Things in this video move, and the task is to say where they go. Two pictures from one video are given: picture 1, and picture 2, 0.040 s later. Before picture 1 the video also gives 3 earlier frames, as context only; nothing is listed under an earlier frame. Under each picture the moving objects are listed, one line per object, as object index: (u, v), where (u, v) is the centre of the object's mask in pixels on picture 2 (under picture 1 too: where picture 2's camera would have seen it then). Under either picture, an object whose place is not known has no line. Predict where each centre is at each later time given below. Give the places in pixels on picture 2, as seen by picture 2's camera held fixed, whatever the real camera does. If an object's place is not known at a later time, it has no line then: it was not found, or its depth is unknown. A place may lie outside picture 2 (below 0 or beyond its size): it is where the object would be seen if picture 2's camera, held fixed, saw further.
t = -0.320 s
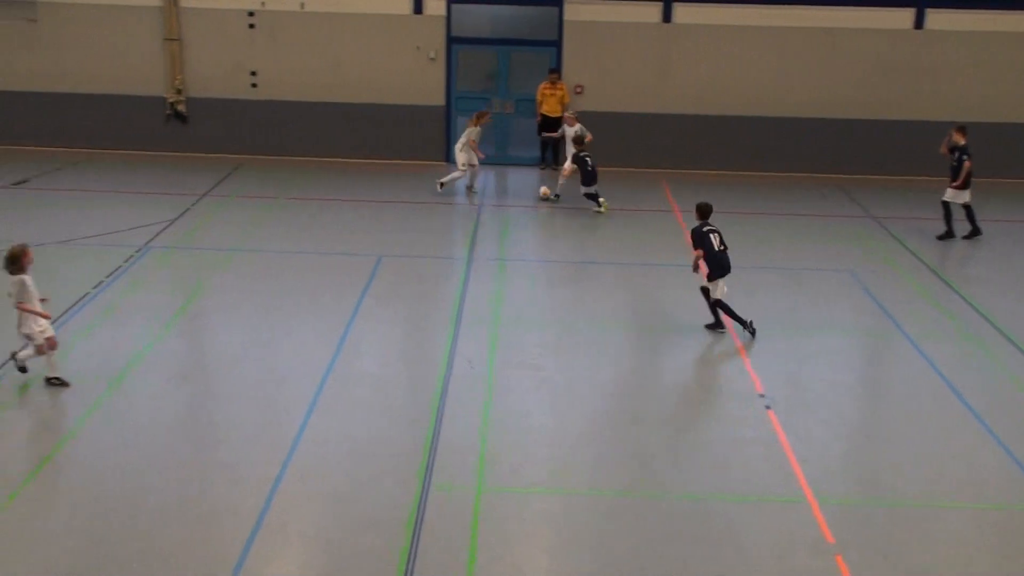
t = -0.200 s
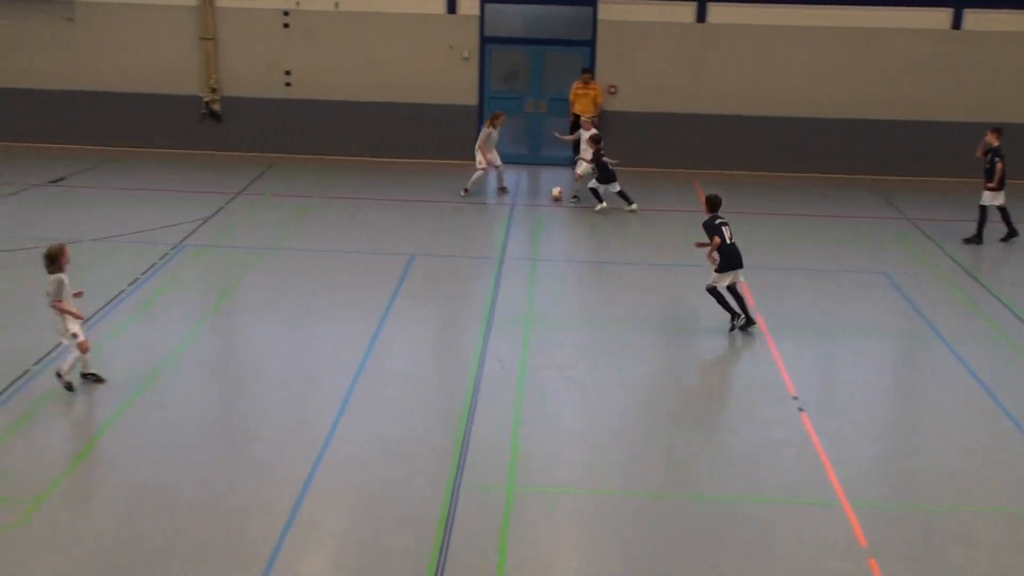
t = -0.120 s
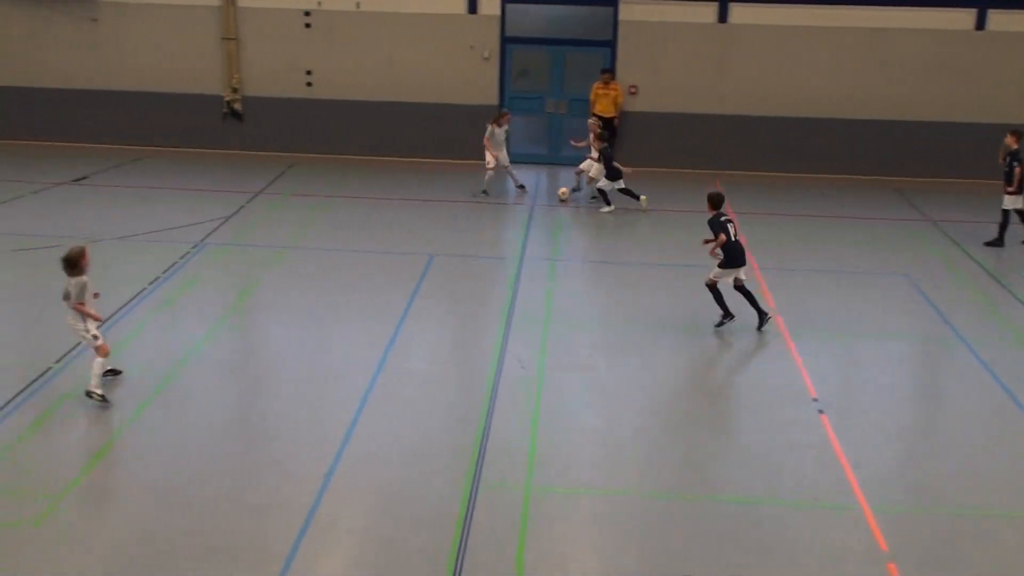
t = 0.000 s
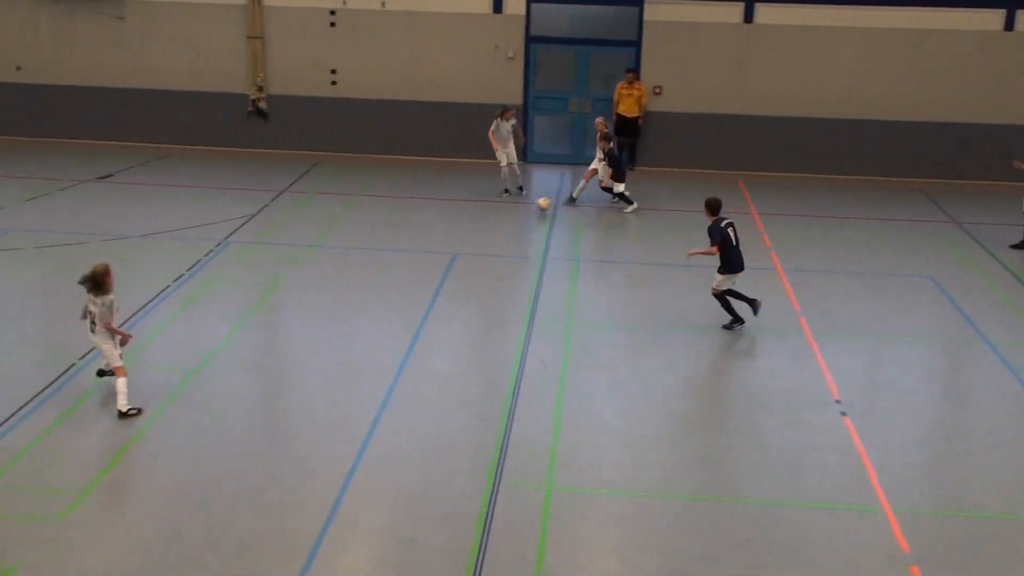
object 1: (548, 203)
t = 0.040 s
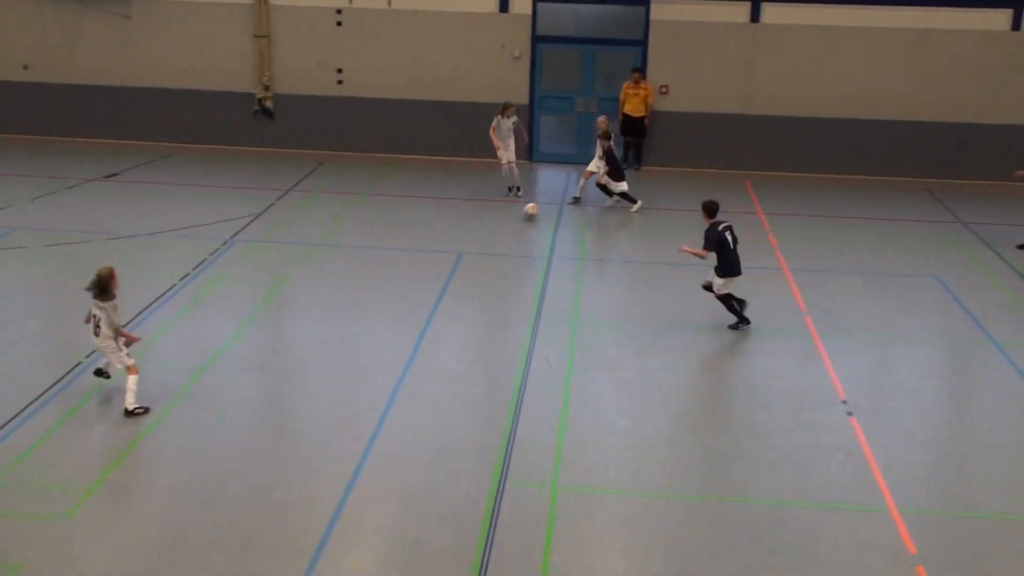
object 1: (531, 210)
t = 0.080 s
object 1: (512, 218)
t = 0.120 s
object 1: (496, 222)
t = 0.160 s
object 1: (479, 227)
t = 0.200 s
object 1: (463, 232)
